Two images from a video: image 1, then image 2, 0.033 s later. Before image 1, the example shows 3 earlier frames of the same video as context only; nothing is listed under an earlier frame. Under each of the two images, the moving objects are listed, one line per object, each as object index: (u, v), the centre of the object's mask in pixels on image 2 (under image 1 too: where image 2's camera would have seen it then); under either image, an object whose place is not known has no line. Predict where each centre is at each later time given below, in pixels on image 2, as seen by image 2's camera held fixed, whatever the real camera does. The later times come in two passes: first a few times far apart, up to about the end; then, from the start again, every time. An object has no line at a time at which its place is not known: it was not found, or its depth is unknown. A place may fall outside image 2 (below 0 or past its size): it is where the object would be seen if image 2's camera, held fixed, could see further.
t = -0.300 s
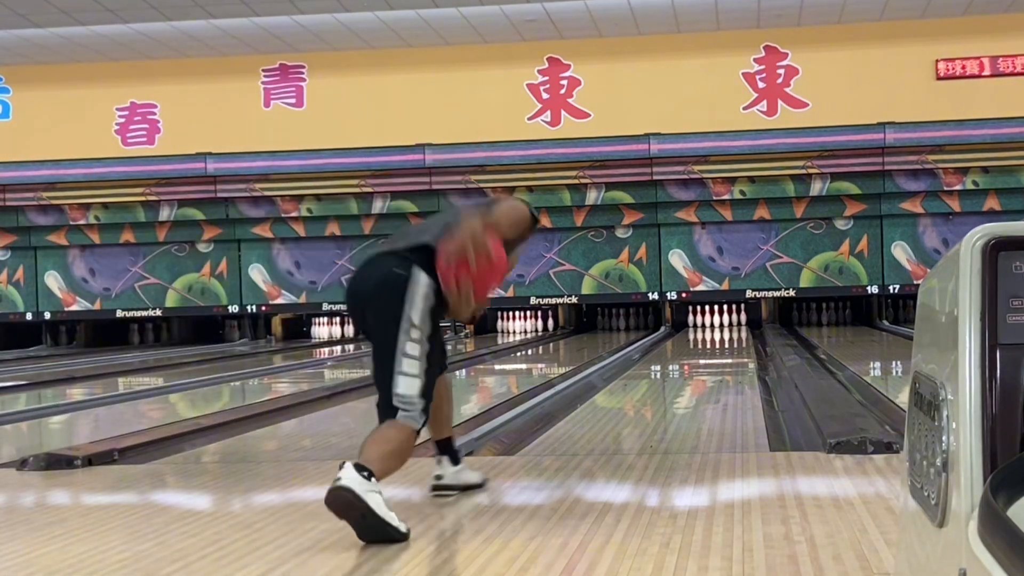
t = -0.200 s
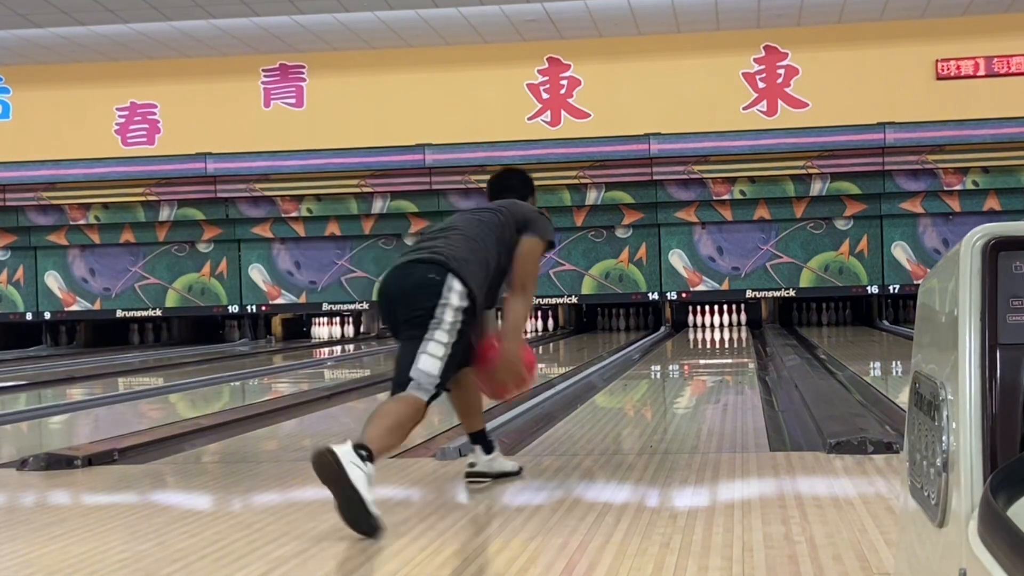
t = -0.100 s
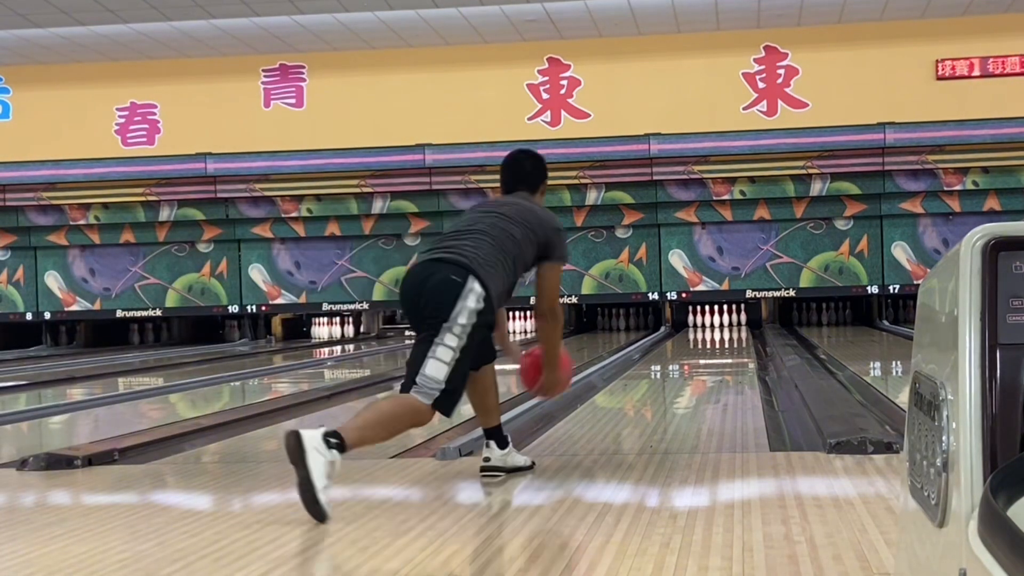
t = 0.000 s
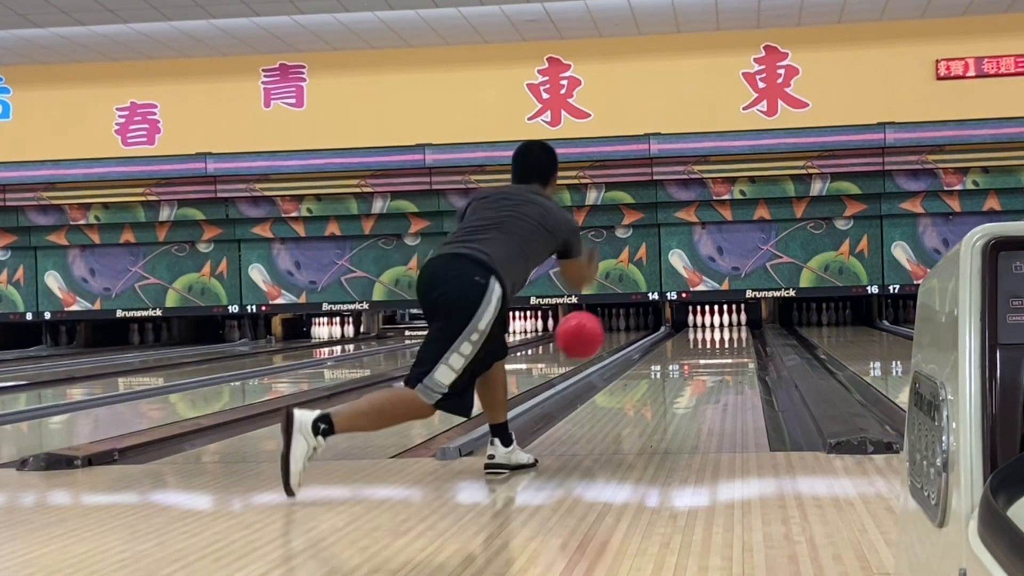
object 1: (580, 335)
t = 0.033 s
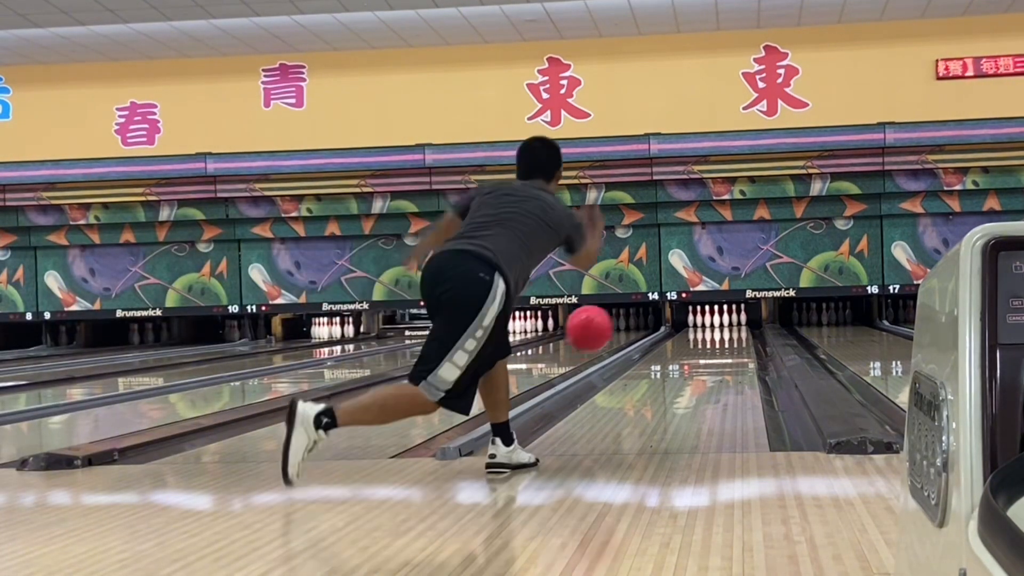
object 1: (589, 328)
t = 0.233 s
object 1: (635, 338)
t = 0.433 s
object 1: (669, 371)
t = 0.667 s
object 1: (694, 361)
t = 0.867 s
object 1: (709, 352)
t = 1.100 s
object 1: (721, 345)
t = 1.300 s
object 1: (728, 339)
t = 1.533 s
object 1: (734, 334)
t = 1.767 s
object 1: (737, 330)
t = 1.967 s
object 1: (736, 327)
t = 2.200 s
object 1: (734, 325)
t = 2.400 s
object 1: (730, 322)
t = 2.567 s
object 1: (726, 321)
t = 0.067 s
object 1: (598, 325)
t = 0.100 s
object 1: (606, 323)
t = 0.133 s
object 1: (614, 324)
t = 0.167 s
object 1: (622, 327)
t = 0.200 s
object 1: (628, 331)
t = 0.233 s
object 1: (635, 338)
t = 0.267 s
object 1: (642, 345)
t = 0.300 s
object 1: (648, 354)
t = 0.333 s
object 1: (653, 364)
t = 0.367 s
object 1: (659, 376)
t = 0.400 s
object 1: (663, 375)
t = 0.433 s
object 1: (669, 371)
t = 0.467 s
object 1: (673, 370)
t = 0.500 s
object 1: (677, 369)
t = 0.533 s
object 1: (681, 368)
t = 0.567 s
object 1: (684, 366)
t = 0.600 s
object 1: (687, 364)
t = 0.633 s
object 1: (691, 362)
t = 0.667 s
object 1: (694, 361)
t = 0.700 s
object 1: (696, 360)
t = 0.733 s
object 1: (699, 358)
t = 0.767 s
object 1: (702, 356)
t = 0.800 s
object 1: (704, 355)
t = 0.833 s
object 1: (707, 353)
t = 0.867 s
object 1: (709, 352)
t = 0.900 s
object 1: (711, 351)
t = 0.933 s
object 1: (713, 349)
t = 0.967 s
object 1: (714, 349)
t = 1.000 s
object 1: (716, 348)
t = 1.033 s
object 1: (718, 347)
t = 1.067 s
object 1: (720, 345)
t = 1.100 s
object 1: (721, 345)
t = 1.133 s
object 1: (722, 344)
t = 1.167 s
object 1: (724, 343)
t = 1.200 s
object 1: (724, 342)
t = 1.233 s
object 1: (726, 341)
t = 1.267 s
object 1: (727, 340)
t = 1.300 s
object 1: (728, 339)
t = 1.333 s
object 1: (729, 338)
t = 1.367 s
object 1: (730, 337)
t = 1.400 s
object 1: (731, 336)
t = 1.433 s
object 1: (732, 336)
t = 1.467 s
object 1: (732, 335)
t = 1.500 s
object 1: (733, 335)
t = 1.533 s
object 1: (734, 334)
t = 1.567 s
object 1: (734, 333)
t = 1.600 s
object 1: (735, 333)
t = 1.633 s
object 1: (735, 332)
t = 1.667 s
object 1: (736, 332)
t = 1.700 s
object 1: (736, 331)
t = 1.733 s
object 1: (736, 331)
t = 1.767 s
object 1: (737, 330)
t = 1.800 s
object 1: (737, 329)
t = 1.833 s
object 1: (737, 329)
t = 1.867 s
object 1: (737, 329)
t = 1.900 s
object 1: (737, 328)
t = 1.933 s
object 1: (736, 328)
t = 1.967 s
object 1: (736, 327)
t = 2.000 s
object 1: (736, 327)
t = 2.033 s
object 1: (736, 326)
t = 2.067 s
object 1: (735, 326)
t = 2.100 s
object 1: (735, 326)
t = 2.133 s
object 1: (735, 326)
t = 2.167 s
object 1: (734, 325)
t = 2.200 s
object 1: (734, 325)
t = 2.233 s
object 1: (733, 324)
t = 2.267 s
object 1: (732, 324)
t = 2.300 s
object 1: (732, 324)
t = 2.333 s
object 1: (732, 323)
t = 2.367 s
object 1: (731, 323)
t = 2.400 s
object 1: (730, 322)
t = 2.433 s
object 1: (729, 322)
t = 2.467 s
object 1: (728, 322)
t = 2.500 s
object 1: (728, 321)
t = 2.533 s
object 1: (728, 321)
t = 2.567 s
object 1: (726, 321)
